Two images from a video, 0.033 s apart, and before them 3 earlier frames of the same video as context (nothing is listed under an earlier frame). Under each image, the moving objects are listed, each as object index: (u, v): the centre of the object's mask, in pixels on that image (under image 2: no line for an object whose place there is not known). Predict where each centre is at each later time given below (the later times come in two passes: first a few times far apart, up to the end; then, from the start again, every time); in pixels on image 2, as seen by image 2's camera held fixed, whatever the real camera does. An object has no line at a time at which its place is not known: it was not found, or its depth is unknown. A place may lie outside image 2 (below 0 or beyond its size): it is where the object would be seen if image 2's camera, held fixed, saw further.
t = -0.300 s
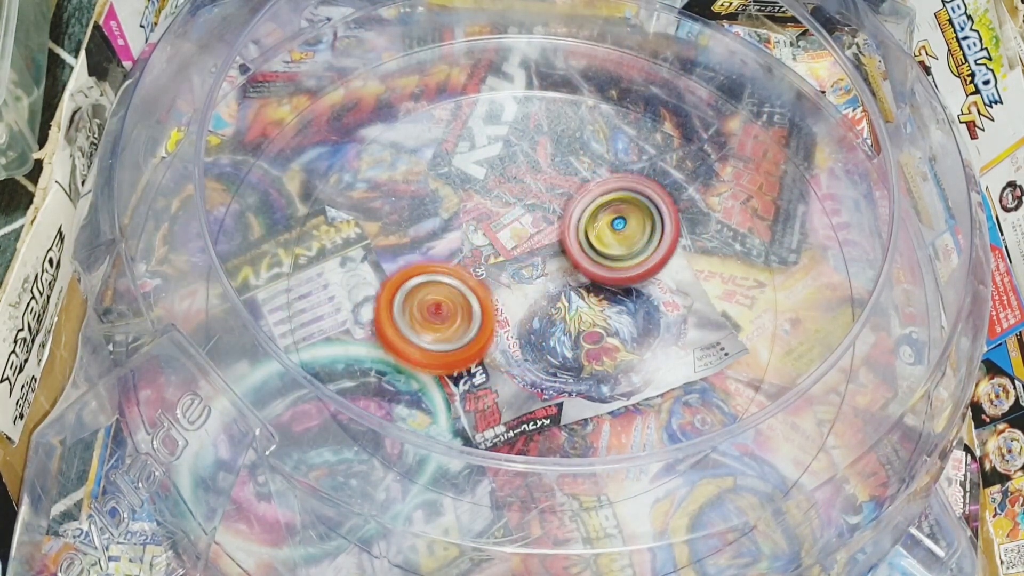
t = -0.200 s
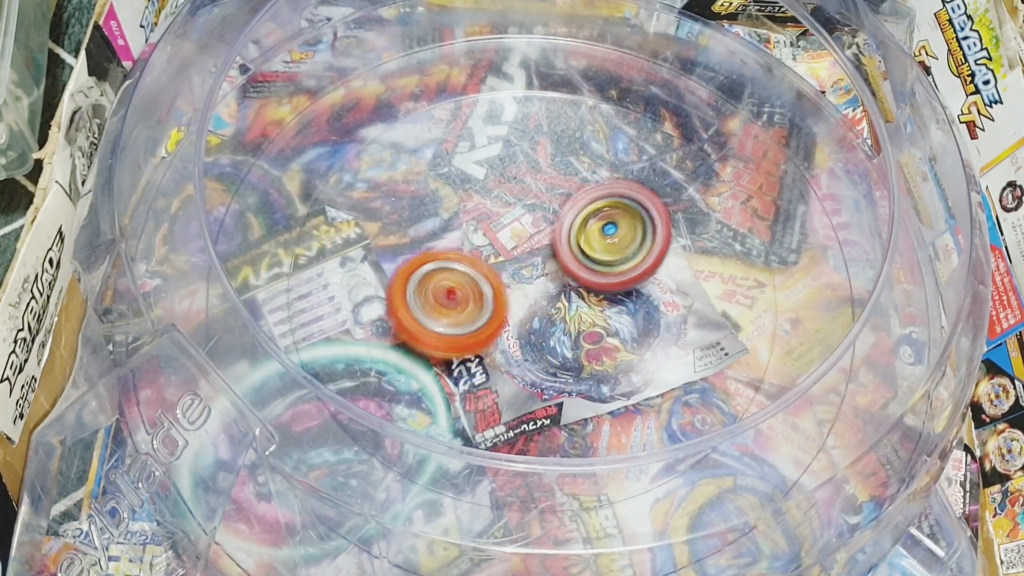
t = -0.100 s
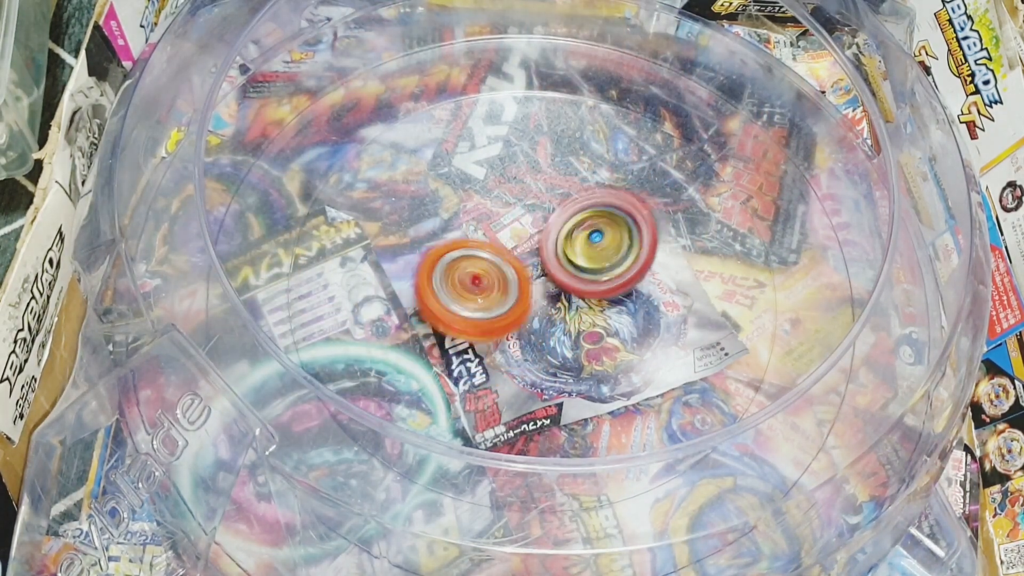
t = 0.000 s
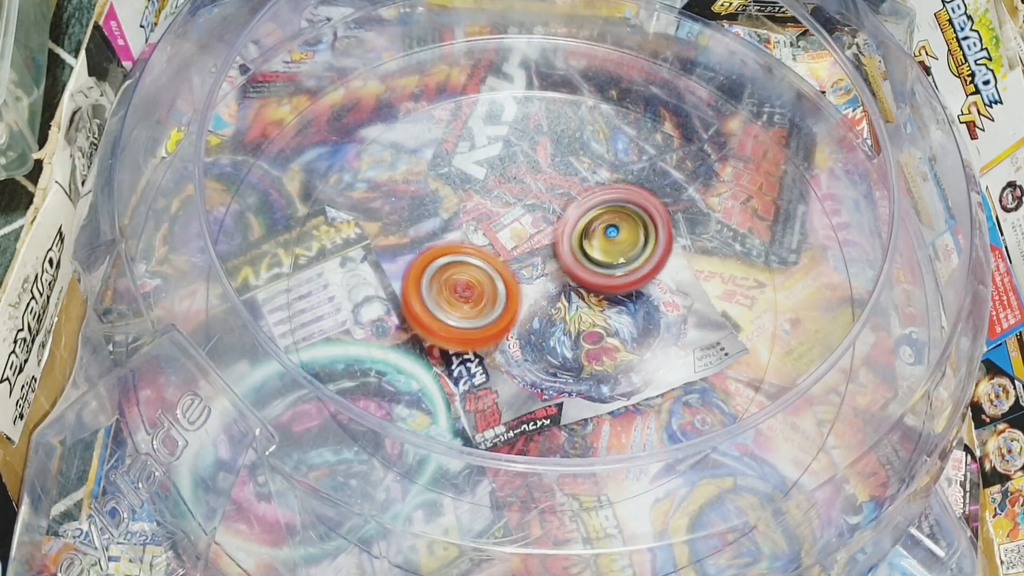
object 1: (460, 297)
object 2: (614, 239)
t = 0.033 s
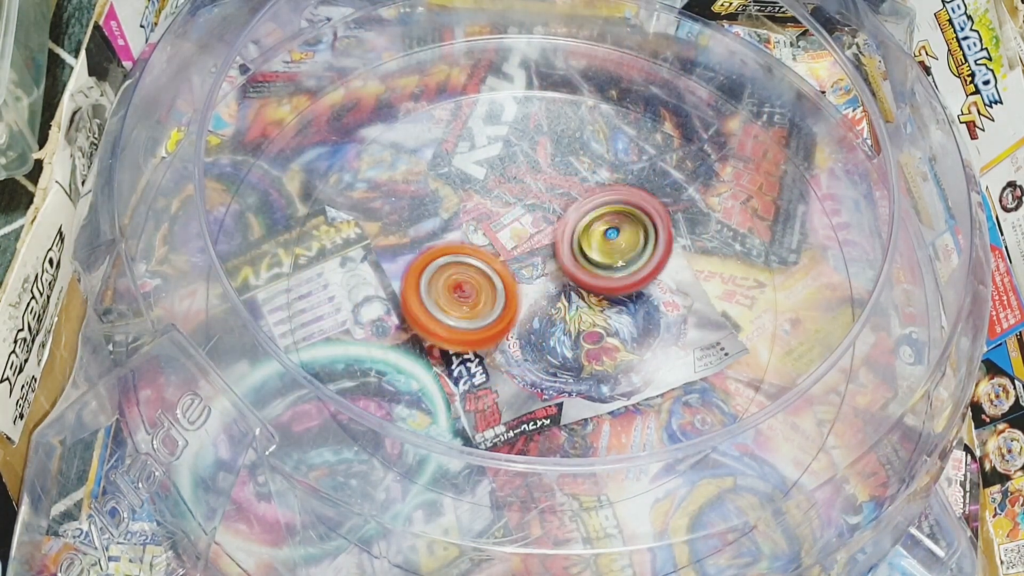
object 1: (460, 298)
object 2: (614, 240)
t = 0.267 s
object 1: (443, 296)
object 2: (616, 254)
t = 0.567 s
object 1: (272, 271)
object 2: (778, 217)
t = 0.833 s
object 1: (234, 264)
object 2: (860, 201)
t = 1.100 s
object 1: (281, 289)
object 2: (812, 213)
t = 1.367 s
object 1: (410, 256)
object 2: (684, 212)
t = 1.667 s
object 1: (335, 288)
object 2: (598, 134)
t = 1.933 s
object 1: (435, 275)
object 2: (529, 188)
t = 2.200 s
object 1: (493, 322)
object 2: (550, 195)
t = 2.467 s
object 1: (540, 321)
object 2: (554, 195)
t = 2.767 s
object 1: (560, 308)
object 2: (549, 194)
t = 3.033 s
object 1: (568, 317)
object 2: (536, 170)
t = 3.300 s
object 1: (557, 345)
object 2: (529, 158)
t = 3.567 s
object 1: (515, 336)
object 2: (520, 202)
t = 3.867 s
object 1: (465, 395)
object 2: (558, 179)
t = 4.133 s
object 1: (465, 380)
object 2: (537, 216)
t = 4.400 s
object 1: (492, 341)
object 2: (523, 237)
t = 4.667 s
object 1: (490, 335)
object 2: (549, 207)
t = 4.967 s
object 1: (478, 301)
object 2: (544, 212)
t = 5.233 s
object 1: (435, 337)
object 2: (578, 204)
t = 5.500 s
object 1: (448, 331)
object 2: (550, 262)
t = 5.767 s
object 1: (461, 336)
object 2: (551, 264)
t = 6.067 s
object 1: (481, 306)
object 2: (570, 213)
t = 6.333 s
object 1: (420, 314)
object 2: (655, 135)
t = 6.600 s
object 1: (458, 292)
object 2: (623, 170)
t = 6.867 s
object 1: (488, 248)
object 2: (632, 326)
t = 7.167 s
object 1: (512, 225)
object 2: (652, 363)
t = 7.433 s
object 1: (528, 222)
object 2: (527, 318)
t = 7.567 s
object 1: (538, 227)
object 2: (458, 308)
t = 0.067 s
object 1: (460, 297)
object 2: (611, 243)
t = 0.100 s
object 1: (463, 295)
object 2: (606, 247)
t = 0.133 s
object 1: (466, 294)
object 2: (600, 250)
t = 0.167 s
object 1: (470, 293)
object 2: (594, 253)
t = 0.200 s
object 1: (473, 294)
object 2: (589, 256)
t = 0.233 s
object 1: (455, 296)
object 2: (604, 254)
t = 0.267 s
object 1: (443, 296)
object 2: (616, 254)
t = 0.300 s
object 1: (437, 297)
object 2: (620, 255)
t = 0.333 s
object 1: (437, 296)
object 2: (618, 257)
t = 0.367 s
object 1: (442, 295)
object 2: (614, 260)
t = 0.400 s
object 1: (451, 292)
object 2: (607, 263)
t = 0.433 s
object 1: (461, 288)
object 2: (600, 264)
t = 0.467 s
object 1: (469, 285)
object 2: (595, 265)
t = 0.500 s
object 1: (400, 287)
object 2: (651, 252)
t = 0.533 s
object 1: (322, 284)
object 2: (725, 232)
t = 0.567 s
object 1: (272, 271)
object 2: (778, 217)
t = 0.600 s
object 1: (204, 280)
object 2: (827, 205)
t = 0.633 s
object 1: (168, 279)
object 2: (847, 198)
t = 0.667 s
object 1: (165, 274)
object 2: (886, 194)
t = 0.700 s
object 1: (182, 269)
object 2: (884, 194)
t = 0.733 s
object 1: (199, 267)
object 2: (877, 195)
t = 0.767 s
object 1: (211, 266)
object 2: (869, 197)
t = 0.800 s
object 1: (225, 266)
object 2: (864, 199)
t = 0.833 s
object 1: (234, 264)
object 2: (860, 201)
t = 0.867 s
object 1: (240, 267)
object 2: (857, 203)
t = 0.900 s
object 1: (244, 272)
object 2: (845, 204)
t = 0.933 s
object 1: (248, 275)
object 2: (843, 206)
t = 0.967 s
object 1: (254, 279)
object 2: (841, 208)
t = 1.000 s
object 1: (259, 282)
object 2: (836, 210)
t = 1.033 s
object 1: (266, 285)
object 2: (826, 212)
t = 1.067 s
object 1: (274, 288)
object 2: (816, 212)
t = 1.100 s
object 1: (281, 289)
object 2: (812, 213)
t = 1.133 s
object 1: (295, 288)
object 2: (806, 213)
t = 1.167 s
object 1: (304, 289)
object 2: (800, 214)
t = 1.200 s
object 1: (320, 284)
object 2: (793, 215)
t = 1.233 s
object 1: (336, 280)
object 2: (784, 215)
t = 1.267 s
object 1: (352, 275)
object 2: (773, 215)
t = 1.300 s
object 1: (369, 270)
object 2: (752, 217)
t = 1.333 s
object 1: (387, 264)
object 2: (724, 214)
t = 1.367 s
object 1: (410, 256)
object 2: (684, 212)
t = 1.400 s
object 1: (437, 247)
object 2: (640, 208)
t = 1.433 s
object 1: (467, 237)
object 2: (590, 206)
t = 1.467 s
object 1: (427, 247)
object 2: (604, 186)
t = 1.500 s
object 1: (387, 258)
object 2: (620, 165)
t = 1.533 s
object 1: (356, 268)
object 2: (628, 149)
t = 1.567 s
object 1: (335, 279)
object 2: (628, 138)
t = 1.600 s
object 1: (326, 284)
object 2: (621, 133)
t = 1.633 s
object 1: (326, 288)
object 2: (610, 132)
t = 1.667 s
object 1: (335, 288)
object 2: (598, 134)
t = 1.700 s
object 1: (346, 286)
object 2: (585, 140)
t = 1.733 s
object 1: (359, 280)
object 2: (572, 145)
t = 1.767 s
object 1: (373, 273)
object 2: (559, 153)
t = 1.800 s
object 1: (388, 267)
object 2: (547, 163)
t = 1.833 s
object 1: (403, 264)
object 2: (537, 171)
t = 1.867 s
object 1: (419, 261)
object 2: (526, 182)
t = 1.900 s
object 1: (432, 263)
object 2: (521, 191)
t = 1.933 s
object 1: (435, 275)
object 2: (529, 188)
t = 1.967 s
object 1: (443, 286)
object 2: (536, 191)
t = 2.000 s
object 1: (452, 292)
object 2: (538, 195)
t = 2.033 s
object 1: (463, 296)
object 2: (537, 200)
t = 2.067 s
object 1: (474, 298)
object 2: (536, 205)
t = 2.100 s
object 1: (481, 302)
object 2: (537, 207)
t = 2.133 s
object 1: (482, 314)
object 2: (546, 197)
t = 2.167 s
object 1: (487, 319)
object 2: (549, 194)
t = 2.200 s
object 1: (493, 322)
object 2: (550, 195)
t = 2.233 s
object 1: (500, 322)
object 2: (550, 196)
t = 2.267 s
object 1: (507, 320)
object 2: (549, 198)
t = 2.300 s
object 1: (515, 318)
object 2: (548, 201)
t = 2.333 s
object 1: (522, 314)
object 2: (547, 204)
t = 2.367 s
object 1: (528, 310)
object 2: (544, 208)
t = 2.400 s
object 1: (531, 316)
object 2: (549, 200)
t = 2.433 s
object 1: (535, 320)
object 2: (552, 194)
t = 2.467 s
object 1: (540, 321)
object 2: (554, 195)
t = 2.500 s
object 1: (545, 320)
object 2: (552, 197)
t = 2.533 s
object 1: (547, 317)
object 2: (552, 200)
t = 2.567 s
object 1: (549, 312)
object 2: (551, 203)
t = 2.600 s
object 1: (550, 311)
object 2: (551, 203)
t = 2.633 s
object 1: (552, 309)
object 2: (549, 201)
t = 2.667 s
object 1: (555, 309)
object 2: (549, 201)
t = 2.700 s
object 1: (556, 308)
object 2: (549, 200)
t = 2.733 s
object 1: (558, 308)
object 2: (549, 198)
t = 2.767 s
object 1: (560, 308)
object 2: (549, 194)
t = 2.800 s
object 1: (561, 305)
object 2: (549, 195)
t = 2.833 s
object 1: (564, 304)
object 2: (549, 194)
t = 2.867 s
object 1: (565, 305)
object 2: (547, 192)
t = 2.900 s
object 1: (571, 320)
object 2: (543, 177)
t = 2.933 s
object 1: (573, 325)
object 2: (540, 169)
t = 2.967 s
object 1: (573, 325)
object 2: (538, 167)
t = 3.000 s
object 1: (571, 321)
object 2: (538, 168)
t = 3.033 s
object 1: (568, 317)
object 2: (536, 170)
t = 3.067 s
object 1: (564, 313)
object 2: (535, 172)
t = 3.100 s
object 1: (560, 308)
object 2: (533, 177)
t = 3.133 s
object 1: (556, 304)
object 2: (532, 181)
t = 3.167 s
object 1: (552, 300)
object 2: (531, 186)
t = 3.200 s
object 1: (553, 306)
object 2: (530, 184)
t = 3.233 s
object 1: (555, 328)
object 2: (529, 168)
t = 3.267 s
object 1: (557, 340)
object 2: (528, 159)
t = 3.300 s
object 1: (557, 345)
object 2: (529, 158)
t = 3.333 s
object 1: (555, 346)
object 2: (529, 160)
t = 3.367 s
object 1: (550, 345)
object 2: (529, 165)
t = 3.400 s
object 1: (542, 344)
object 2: (528, 170)
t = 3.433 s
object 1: (537, 343)
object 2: (526, 176)
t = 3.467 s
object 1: (532, 342)
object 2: (525, 182)
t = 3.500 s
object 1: (526, 341)
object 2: (523, 188)
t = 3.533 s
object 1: (520, 339)
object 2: (522, 196)
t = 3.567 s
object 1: (515, 336)
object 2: (520, 202)
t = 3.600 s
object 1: (510, 333)
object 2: (518, 206)
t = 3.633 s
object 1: (507, 331)
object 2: (517, 212)
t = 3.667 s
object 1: (502, 329)
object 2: (516, 219)
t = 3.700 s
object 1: (493, 350)
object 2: (523, 213)
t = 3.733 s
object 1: (485, 374)
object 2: (534, 193)
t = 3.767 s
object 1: (478, 389)
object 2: (543, 180)
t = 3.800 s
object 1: (473, 394)
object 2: (551, 175)
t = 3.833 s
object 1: (468, 396)
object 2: (556, 175)
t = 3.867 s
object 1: (465, 395)
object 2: (558, 179)
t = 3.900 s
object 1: (462, 395)
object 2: (557, 184)
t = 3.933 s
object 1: (460, 395)
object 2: (554, 189)
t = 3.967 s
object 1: (458, 393)
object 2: (551, 196)
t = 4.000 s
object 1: (457, 392)
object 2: (549, 200)
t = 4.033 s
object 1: (458, 390)
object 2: (544, 206)
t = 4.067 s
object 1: (460, 388)
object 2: (542, 210)
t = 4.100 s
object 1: (461, 384)
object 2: (539, 213)
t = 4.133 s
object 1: (465, 380)
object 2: (537, 216)
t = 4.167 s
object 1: (470, 375)
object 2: (536, 220)
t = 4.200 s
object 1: (474, 369)
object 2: (533, 222)
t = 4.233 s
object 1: (477, 362)
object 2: (530, 226)
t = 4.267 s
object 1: (481, 356)
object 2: (527, 233)
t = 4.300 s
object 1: (485, 350)
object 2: (524, 237)
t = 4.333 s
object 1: (486, 344)
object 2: (521, 242)
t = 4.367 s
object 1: (489, 344)
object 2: (521, 239)
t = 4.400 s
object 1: (492, 341)
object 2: (523, 237)
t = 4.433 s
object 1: (493, 337)
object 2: (526, 236)
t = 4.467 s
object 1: (493, 340)
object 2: (532, 228)
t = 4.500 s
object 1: (497, 337)
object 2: (537, 221)
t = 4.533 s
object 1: (498, 332)
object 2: (539, 223)
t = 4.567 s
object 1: (498, 327)
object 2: (539, 223)
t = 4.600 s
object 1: (495, 329)
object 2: (541, 222)
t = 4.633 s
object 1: (491, 335)
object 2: (543, 215)
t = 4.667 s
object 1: (490, 335)
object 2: (549, 207)
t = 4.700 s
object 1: (489, 332)
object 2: (552, 201)
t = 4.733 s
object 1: (487, 328)
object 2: (553, 201)
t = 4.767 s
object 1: (485, 323)
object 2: (554, 201)
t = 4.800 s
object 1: (484, 319)
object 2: (553, 202)
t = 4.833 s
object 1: (483, 315)
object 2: (551, 203)
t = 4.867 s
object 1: (481, 311)
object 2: (550, 206)
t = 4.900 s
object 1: (481, 306)
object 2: (547, 209)
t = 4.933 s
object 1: (480, 303)
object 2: (546, 211)
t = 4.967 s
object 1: (478, 301)
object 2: (544, 212)
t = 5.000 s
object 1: (477, 302)
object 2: (545, 211)
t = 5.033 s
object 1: (476, 304)
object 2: (546, 212)
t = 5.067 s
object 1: (475, 302)
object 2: (546, 214)
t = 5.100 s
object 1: (471, 300)
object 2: (546, 217)
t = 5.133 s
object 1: (454, 315)
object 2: (560, 209)
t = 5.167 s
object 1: (442, 329)
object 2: (571, 201)
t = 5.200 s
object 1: (436, 335)
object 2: (577, 200)
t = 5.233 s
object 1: (435, 337)
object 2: (578, 204)
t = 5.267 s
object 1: (434, 336)
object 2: (575, 207)
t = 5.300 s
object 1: (434, 333)
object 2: (572, 209)
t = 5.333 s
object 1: (437, 331)
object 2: (570, 211)
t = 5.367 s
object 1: (439, 330)
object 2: (567, 219)
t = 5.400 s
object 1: (444, 327)
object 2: (561, 228)
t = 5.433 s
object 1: (448, 326)
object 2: (555, 240)
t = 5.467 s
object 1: (452, 323)
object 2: (549, 254)
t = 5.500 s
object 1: (448, 331)
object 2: (550, 262)
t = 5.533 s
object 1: (443, 341)
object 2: (553, 264)
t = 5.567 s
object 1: (446, 343)
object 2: (553, 264)
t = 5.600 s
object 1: (448, 342)
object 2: (551, 265)
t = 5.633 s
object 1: (450, 340)
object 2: (550, 267)
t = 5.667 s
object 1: (452, 338)
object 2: (547, 267)
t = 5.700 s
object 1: (455, 337)
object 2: (544, 269)
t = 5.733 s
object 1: (458, 336)
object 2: (545, 268)
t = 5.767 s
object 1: (461, 336)
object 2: (551, 264)
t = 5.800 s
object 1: (467, 334)
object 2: (555, 261)
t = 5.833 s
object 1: (471, 332)
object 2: (565, 260)
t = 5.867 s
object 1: (471, 334)
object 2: (572, 249)
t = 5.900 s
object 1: (470, 334)
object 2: (576, 239)
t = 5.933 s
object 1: (471, 332)
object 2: (577, 230)
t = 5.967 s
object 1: (471, 328)
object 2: (575, 222)
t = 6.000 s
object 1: (473, 324)
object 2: (573, 216)
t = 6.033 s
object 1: (476, 316)
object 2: (571, 214)
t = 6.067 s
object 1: (481, 306)
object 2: (570, 213)
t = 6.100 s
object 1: (485, 296)
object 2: (569, 214)
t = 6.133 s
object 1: (474, 301)
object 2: (578, 210)
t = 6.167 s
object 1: (451, 305)
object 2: (598, 191)
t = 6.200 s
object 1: (435, 315)
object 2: (617, 176)
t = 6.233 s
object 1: (426, 317)
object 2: (631, 163)
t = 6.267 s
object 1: (421, 318)
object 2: (643, 151)
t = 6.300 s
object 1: (418, 317)
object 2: (651, 145)
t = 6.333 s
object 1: (420, 314)
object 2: (655, 135)
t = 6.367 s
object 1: (422, 310)
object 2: (658, 132)
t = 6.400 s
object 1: (425, 308)
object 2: (658, 132)
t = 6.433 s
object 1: (428, 305)
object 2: (654, 135)
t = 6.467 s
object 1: (431, 303)
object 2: (647, 138)
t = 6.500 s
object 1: (435, 300)
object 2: (639, 143)
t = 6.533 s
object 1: (440, 298)
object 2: (634, 148)
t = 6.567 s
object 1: (449, 295)
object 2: (628, 157)
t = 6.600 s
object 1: (458, 292)
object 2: (623, 170)
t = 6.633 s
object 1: (470, 288)
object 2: (616, 184)
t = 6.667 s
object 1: (484, 282)
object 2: (609, 202)
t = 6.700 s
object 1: (495, 275)
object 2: (602, 222)
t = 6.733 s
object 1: (496, 270)
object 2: (600, 243)
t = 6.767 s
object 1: (483, 266)
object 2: (612, 262)
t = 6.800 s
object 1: (480, 261)
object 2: (619, 286)
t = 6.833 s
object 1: (481, 256)
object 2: (625, 308)
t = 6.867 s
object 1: (488, 248)
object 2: (632, 326)
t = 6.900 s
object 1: (493, 242)
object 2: (636, 343)
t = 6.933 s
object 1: (496, 237)
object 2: (642, 355)
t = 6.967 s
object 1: (501, 232)
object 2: (648, 365)
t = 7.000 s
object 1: (502, 229)
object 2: (654, 371)
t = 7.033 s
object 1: (504, 227)
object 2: (659, 371)
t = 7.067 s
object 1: (506, 227)
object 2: (665, 371)
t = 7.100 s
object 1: (509, 226)
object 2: (663, 370)
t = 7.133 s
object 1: (510, 225)
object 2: (658, 366)
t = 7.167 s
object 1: (512, 225)
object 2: (652, 363)
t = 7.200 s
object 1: (514, 223)
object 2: (645, 359)
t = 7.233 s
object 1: (516, 223)
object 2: (638, 356)
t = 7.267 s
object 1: (518, 223)
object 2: (626, 350)
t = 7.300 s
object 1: (519, 223)
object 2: (610, 344)
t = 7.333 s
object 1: (522, 224)
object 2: (593, 335)
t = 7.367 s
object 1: (525, 225)
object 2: (572, 330)
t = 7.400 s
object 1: (527, 225)
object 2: (550, 324)
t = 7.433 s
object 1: (528, 222)
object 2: (527, 318)
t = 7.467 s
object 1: (528, 222)
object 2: (509, 316)
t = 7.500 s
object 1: (530, 225)
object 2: (489, 313)
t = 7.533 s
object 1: (535, 227)
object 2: (473, 310)
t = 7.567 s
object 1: (538, 227)
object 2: (458, 308)
